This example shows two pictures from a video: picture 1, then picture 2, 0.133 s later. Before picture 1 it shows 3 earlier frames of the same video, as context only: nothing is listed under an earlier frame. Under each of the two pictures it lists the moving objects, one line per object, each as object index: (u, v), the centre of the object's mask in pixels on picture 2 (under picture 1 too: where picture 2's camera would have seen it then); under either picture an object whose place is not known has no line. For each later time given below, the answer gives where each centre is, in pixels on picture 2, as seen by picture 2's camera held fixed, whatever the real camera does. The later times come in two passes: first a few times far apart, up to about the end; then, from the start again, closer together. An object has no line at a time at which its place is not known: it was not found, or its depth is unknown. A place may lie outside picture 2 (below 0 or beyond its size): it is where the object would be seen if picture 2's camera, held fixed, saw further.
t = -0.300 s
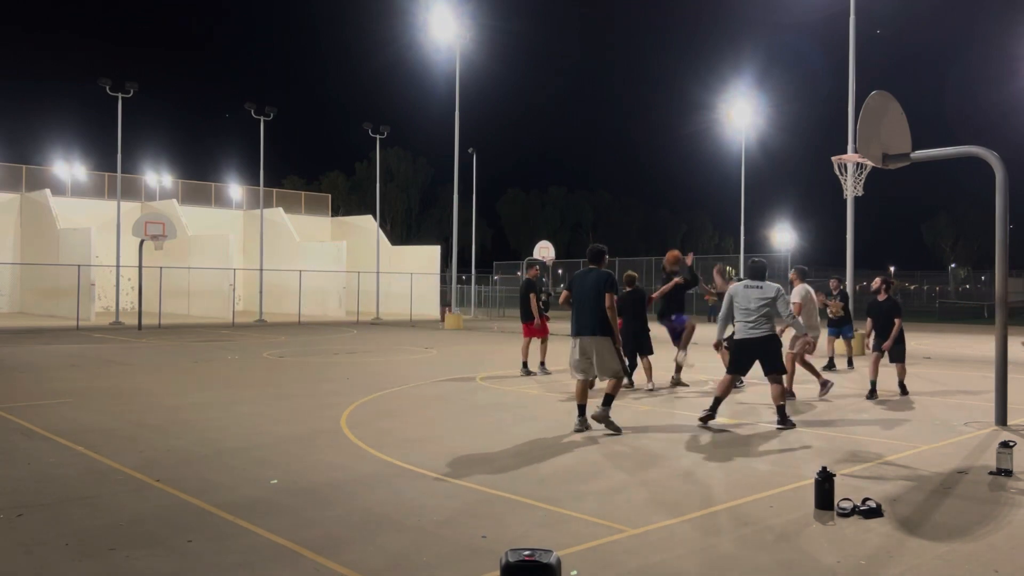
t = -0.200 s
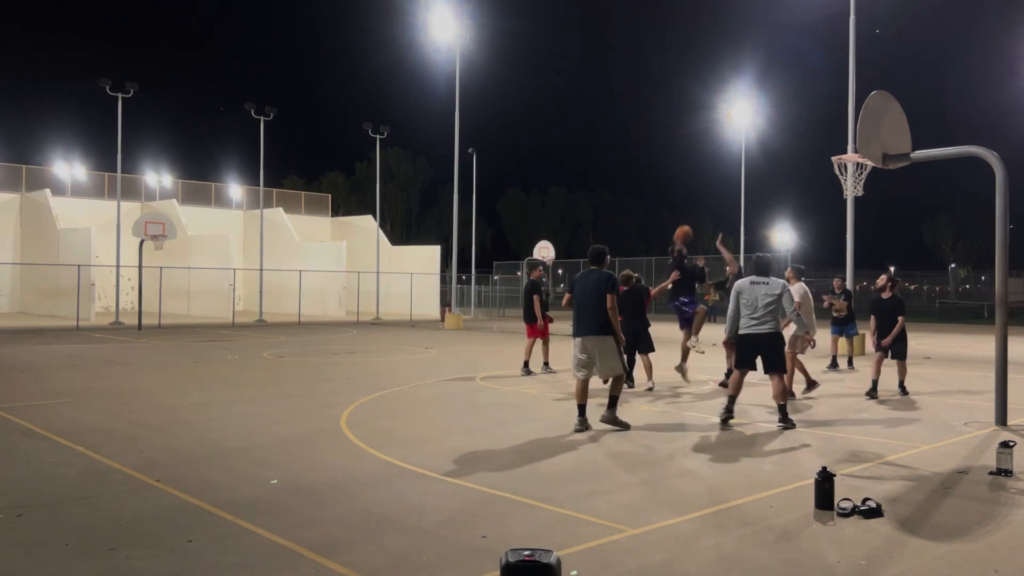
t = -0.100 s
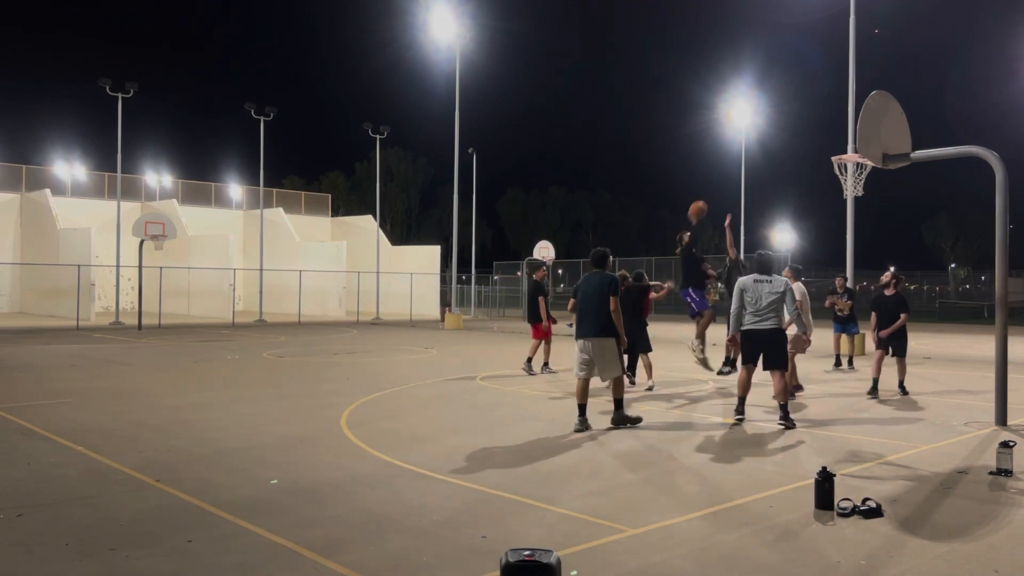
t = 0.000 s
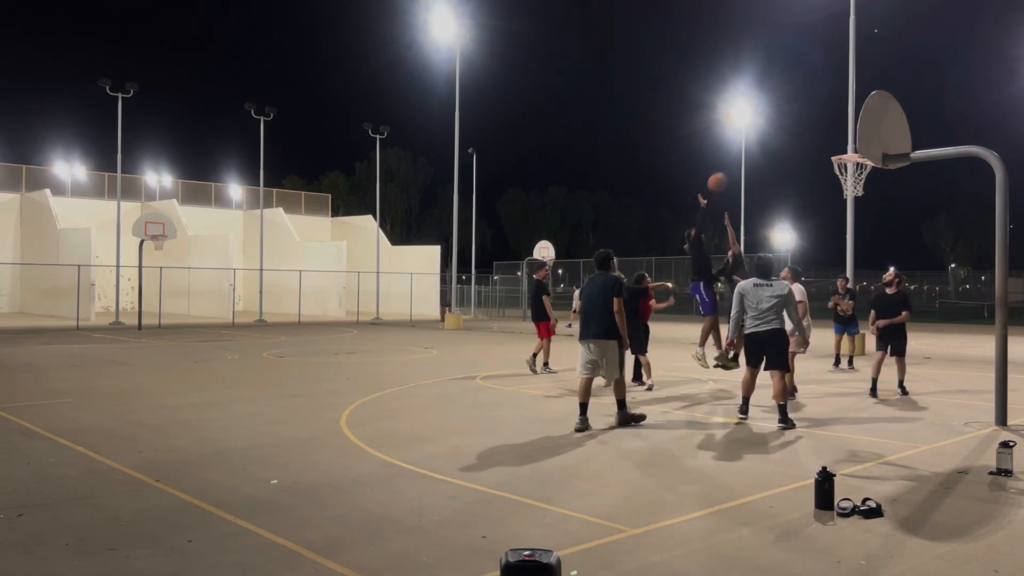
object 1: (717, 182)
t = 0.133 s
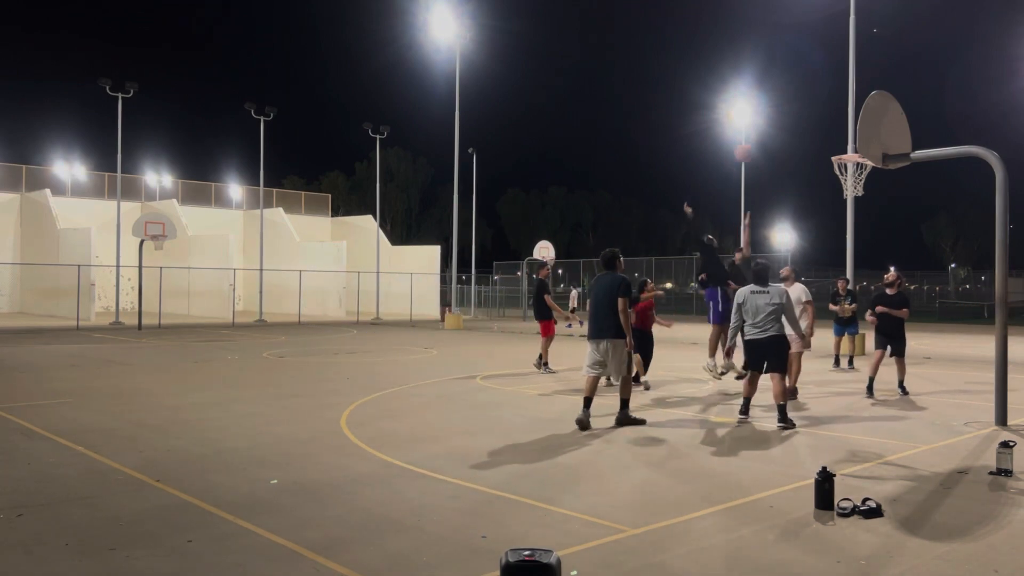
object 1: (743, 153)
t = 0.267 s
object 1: (772, 136)
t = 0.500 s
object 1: (825, 138)
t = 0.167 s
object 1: (752, 147)
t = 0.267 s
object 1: (772, 136)
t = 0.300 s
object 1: (780, 134)
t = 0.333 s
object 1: (787, 132)
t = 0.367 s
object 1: (795, 132)
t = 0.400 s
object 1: (802, 132)
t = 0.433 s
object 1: (810, 133)
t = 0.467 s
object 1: (818, 135)
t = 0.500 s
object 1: (825, 138)
